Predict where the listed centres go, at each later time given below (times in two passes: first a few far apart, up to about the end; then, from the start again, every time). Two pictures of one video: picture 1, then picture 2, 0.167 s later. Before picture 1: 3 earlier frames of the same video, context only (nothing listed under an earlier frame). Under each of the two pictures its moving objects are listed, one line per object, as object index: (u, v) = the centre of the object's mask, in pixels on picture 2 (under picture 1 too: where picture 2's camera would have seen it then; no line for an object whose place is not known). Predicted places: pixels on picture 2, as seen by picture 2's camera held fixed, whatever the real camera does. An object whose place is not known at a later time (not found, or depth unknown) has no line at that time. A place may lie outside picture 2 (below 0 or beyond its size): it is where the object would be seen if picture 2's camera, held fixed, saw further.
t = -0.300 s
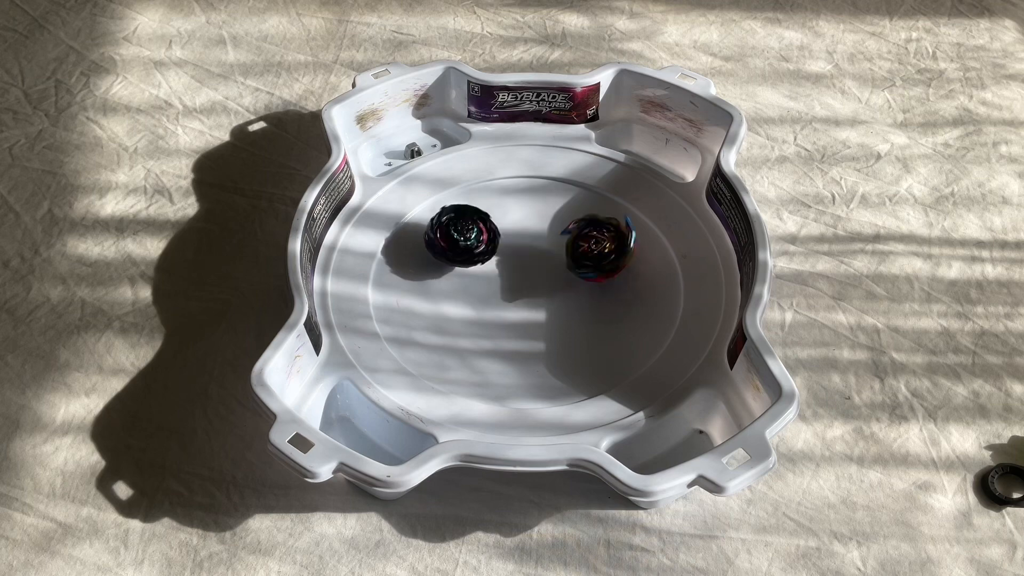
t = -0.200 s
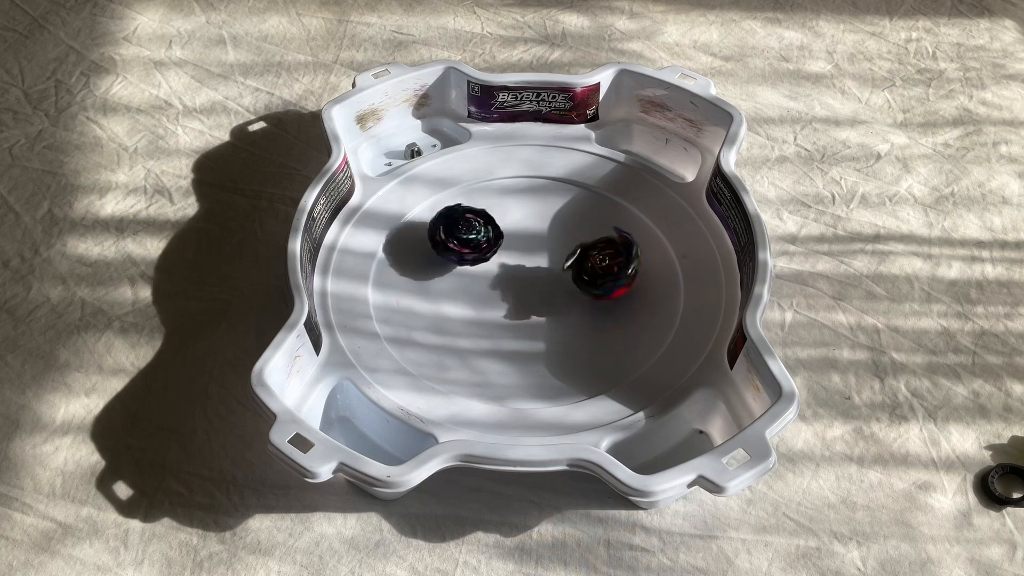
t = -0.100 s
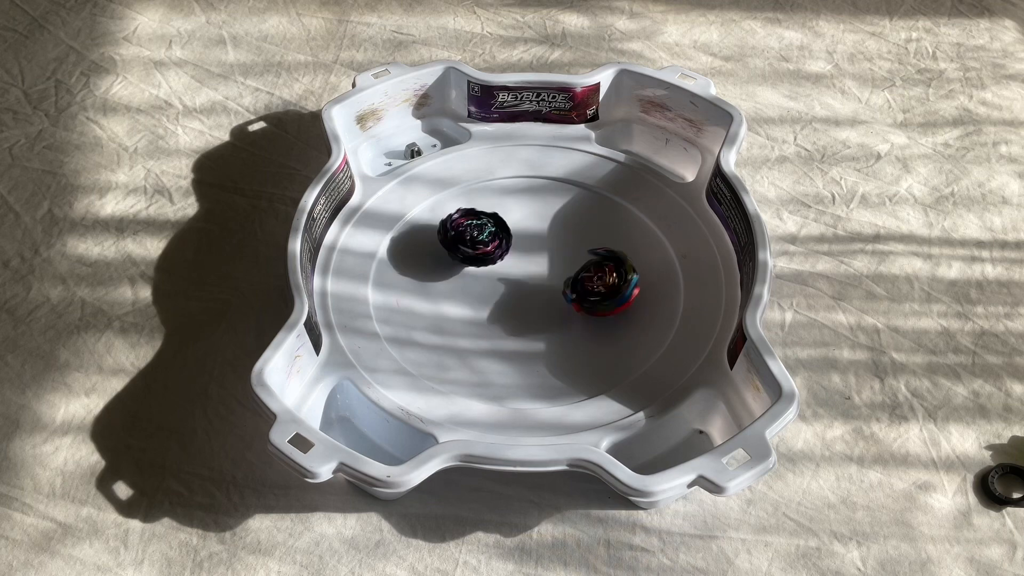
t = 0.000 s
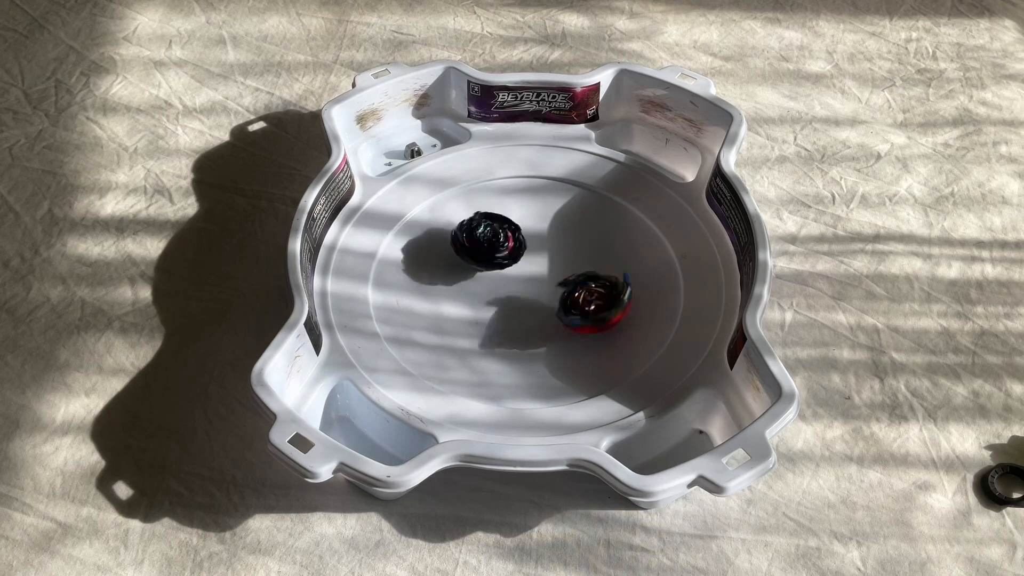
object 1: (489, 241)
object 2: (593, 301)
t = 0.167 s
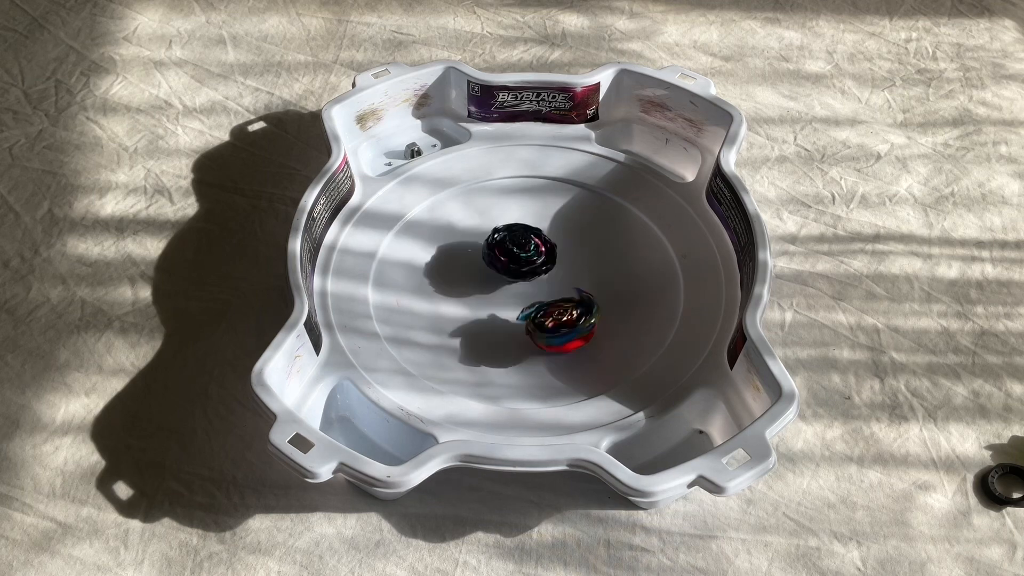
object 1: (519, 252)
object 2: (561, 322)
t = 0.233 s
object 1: (534, 259)
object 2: (545, 327)
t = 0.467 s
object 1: (567, 281)
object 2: (485, 318)
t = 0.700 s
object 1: (573, 292)
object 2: (449, 282)
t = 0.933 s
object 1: (552, 290)
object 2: (450, 239)
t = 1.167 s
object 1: (513, 274)
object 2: (484, 209)
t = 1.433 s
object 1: (473, 286)
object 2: (541, 189)
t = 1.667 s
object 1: (469, 285)
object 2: (579, 215)
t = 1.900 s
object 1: (491, 272)
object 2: (583, 262)
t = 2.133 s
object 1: (512, 244)
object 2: (551, 296)
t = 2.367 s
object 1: (528, 225)
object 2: (499, 306)
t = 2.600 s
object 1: (534, 225)
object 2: (460, 278)
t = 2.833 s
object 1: (536, 245)
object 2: (463, 240)
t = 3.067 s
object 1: (606, 318)
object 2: (486, 221)
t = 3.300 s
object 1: (558, 344)
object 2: (533, 233)
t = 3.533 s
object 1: (492, 288)
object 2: (558, 265)
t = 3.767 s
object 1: (477, 173)
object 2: (560, 298)
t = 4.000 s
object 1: (534, 176)
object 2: (519, 306)
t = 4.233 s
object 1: (561, 225)
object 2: (491, 281)
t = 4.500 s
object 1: (554, 324)
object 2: (488, 245)
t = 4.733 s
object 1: (493, 333)
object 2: (521, 239)
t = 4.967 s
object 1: (472, 276)
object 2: (546, 261)
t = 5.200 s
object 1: (470, 182)
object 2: (567, 292)
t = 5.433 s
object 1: (525, 182)
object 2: (537, 291)
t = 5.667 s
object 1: (592, 228)
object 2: (501, 281)
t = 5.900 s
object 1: (620, 274)
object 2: (503, 269)
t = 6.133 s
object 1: (562, 316)
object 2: (514, 264)
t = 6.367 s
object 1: (502, 328)
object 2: (520, 259)
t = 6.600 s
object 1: (462, 292)
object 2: (517, 247)
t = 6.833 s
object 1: (457, 257)
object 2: (533, 242)
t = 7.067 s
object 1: (478, 233)
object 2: (546, 250)
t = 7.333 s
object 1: (478, 218)
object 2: (548, 256)
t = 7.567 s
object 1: (477, 225)
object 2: (552, 264)
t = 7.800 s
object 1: (487, 247)
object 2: (547, 273)
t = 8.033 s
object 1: (483, 262)
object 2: (546, 302)
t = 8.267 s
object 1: (480, 265)
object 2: (550, 307)
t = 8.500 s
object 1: (494, 253)
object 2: (555, 285)
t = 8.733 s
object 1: (502, 244)
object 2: (562, 283)
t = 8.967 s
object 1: (515, 245)
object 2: (546, 291)
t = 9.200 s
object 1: (513, 248)
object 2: (551, 291)
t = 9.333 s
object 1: (492, 251)
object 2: (549, 290)
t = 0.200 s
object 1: (527, 256)
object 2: (554, 325)
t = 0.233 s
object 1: (534, 259)
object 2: (545, 327)
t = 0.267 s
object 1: (539, 262)
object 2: (537, 328)
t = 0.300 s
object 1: (548, 265)
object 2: (528, 328)
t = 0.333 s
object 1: (552, 269)
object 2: (520, 328)
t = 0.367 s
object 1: (556, 272)
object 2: (510, 327)
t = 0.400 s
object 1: (562, 275)
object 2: (502, 325)
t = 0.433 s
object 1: (564, 278)
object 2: (494, 322)
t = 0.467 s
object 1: (567, 281)
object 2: (485, 318)
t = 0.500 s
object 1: (570, 283)
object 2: (478, 315)
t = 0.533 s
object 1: (571, 286)
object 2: (472, 310)
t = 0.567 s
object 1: (573, 288)
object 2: (465, 305)
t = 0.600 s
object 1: (574, 289)
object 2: (460, 300)
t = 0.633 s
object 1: (574, 291)
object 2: (456, 294)
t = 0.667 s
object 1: (575, 292)
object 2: (452, 288)
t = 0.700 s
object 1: (573, 292)
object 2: (449, 282)
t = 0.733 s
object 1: (571, 293)
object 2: (446, 276)
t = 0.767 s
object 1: (570, 293)
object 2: (444, 270)
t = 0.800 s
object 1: (566, 292)
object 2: (444, 264)
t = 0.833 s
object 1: (564, 293)
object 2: (445, 257)
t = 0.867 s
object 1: (561, 292)
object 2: (445, 251)
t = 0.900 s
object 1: (556, 290)
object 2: (447, 245)
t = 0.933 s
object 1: (552, 290)
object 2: (450, 239)
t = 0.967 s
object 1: (548, 288)
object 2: (453, 234)
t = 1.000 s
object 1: (542, 286)
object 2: (457, 228)
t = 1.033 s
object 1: (538, 285)
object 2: (462, 223)
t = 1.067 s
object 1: (532, 283)
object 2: (466, 219)
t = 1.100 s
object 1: (525, 280)
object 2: (472, 215)
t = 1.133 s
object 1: (518, 277)
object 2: (478, 211)
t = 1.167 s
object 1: (513, 274)
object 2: (484, 209)
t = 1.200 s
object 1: (505, 270)
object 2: (492, 206)
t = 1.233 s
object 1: (500, 273)
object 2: (499, 200)
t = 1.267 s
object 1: (494, 279)
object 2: (507, 194)
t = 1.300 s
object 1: (486, 283)
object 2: (514, 191)
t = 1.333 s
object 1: (483, 285)
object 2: (521, 189)
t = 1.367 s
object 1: (479, 285)
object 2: (527, 189)
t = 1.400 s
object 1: (474, 285)
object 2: (534, 188)
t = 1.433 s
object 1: (473, 286)
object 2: (541, 189)
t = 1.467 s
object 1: (470, 287)
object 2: (548, 190)
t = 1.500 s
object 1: (467, 286)
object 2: (554, 192)
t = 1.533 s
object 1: (467, 287)
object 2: (560, 195)
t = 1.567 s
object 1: (466, 287)
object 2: (565, 199)
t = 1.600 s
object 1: (465, 286)
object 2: (571, 203)
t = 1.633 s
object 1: (467, 286)
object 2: (576, 208)
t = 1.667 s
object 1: (469, 285)
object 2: (579, 215)
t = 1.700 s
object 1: (470, 283)
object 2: (581, 221)
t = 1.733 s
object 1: (473, 283)
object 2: (584, 227)
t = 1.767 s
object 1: (477, 281)
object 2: (586, 234)
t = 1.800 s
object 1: (479, 279)
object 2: (586, 241)
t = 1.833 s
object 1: (483, 277)
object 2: (583, 248)
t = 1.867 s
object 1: (487, 275)
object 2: (585, 255)
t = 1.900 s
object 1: (491, 272)
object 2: (583, 262)
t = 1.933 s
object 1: (496, 269)
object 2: (577, 266)
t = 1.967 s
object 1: (502, 265)
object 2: (574, 273)
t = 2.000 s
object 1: (505, 260)
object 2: (574, 280)
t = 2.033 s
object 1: (505, 257)
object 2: (570, 285)
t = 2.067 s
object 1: (508, 253)
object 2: (564, 291)
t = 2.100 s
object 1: (511, 248)
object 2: (556, 292)
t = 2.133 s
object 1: (512, 244)
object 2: (551, 296)
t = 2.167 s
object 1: (514, 241)
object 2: (545, 302)
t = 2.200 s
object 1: (519, 238)
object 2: (538, 305)
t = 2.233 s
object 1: (520, 234)
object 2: (530, 306)
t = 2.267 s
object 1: (522, 231)
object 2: (522, 308)
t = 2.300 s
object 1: (523, 230)
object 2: (515, 307)
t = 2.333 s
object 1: (526, 227)
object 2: (506, 307)
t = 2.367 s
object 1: (528, 225)
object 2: (499, 306)
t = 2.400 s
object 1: (528, 224)
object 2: (492, 304)
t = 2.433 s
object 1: (530, 223)
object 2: (485, 301)
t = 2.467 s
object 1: (532, 222)
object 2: (478, 297)
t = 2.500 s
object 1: (532, 222)
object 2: (473, 293)
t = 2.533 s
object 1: (532, 222)
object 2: (469, 289)
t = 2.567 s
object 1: (533, 224)
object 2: (464, 284)
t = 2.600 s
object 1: (534, 225)
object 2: (460, 278)
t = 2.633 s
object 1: (534, 226)
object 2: (458, 273)
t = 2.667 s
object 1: (533, 229)
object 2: (457, 267)
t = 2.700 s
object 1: (534, 232)
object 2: (456, 262)
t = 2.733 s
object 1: (535, 235)
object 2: (456, 256)
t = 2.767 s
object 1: (535, 237)
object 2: (459, 250)
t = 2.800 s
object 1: (535, 241)
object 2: (460, 244)
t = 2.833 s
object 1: (536, 245)
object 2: (463, 240)
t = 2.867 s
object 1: (548, 250)
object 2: (462, 235)
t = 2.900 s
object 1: (565, 258)
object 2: (460, 231)
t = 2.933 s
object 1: (578, 268)
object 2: (462, 228)
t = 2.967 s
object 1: (590, 280)
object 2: (467, 225)
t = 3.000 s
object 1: (599, 294)
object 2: (473, 223)
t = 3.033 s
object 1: (605, 306)
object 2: (479, 222)
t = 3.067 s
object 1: (606, 318)
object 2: (486, 221)
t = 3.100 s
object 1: (603, 327)
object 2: (494, 221)
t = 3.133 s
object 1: (598, 334)
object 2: (500, 221)
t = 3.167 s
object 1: (590, 339)
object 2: (507, 223)
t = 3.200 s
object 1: (583, 342)
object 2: (515, 224)
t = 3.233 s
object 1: (575, 344)
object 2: (521, 226)
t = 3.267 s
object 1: (568, 344)
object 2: (527, 230)
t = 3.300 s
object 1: (558, 344)
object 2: (533, 233)
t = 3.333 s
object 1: (550, 342)
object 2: (538, 236)
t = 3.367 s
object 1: (539, 339)
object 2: (543, 241)
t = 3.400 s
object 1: (529, 333)
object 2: (548, 245)
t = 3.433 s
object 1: (518, 325)
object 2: (551, 250)
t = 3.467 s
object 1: (508, 315)
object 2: (554, 255)
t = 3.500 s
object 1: (499, 303)
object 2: (557, 260)
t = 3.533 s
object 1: (492, 288)
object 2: (558, 265)
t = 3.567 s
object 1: (485, 273)
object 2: (561, 271)
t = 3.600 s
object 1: (473, 256)
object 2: (567, 276)
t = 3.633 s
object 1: (465, 238)
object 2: (569, 281)
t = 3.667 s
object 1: (462, 220)
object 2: (568, 286)
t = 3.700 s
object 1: (466, 201)
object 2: (567, 290)
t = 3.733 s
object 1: (470, 186)
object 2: (563, 294)
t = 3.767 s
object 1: (477, 173)
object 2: (560, 298)
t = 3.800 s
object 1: (486, 167)
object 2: (556, 301)
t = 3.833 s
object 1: (498, 169)
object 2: (551, 304)
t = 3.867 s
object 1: (510, 171)
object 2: (545, 306)
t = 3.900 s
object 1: (519, 172)
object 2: (538, 307)
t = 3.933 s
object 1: (525, 174)
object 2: (532, 308)
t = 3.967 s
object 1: (530, 174)
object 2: (526, 307)
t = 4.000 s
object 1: (534, 176)
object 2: (519, 306)
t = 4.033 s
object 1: (537, 178)
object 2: (513, 305)
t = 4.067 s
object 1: (541, 181)
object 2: (508, 302)
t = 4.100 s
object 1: (545, 185)
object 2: (503, 298)
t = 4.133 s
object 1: (550, 192)
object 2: (499, 295)
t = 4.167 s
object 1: (554, 200)
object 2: (495, 290)
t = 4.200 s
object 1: (559, 211)
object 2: (492, 286)
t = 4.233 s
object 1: (561, 225)
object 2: (491, 281)
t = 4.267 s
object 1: (561, 238)
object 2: (490, 276)
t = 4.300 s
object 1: (559, 252)
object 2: (490, 272)
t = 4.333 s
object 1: (563, 266)
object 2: (486, 267)
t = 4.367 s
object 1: (569, 278)
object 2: (480, 261)
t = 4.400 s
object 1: (571, 292)
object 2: (479, 257)
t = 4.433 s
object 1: (568, 304)
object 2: (481, 252)
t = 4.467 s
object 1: (562, 315)
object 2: (485, 248)
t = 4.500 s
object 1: (554, 324)
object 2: (488, 245)
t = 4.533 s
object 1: (546, 330)
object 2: (493, 243)
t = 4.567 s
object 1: (536, 336)
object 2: (497, 240)
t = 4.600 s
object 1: (526, 338)
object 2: (501, 239)
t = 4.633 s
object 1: (517, 339)
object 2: (507, 238)
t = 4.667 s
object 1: (509, 338)
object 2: (512, 238)
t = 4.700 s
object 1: (501, 336)
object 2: (517, 239)
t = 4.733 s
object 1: (493, 333)
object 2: (521, 239)
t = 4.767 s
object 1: (487, 329)
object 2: (526, 242)
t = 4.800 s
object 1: (481, 323)
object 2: (531, 242)
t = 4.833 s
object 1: (476, 316)
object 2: (535, 246)
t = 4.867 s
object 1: (472, 307)
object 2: (539, 249)
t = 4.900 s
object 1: (470, 298)
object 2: (542, 253)
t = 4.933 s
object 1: (470, 287)
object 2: (545, 257)
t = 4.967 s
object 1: (472, 276)
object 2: (546, 261)
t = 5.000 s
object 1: (477, 265)
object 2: (548, 265)
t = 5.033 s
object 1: (476, 252)
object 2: (548, 269)
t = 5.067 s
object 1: (464, 235)
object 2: (562, 276)
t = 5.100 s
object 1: (459, 220)
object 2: (569, 281)
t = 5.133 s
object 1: (460, 205)
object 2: (571, 285)
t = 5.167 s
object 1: (465, 193)
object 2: (566, 284)
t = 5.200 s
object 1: (470, 182)
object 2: (567, 292)
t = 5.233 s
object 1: (475, 174)
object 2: (562, 289)
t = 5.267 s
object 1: (482, 168)
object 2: (559, 295)
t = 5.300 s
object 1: (492, 170)
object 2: (555, 295)
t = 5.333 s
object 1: (504, 172)
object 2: (550, 295)
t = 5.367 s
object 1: (512, 174)
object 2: (545, 295)
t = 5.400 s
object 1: (518, 178)
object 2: (541, 293)
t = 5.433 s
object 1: (525, 182)
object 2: (537, 291)
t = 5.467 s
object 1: (531, 188)
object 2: (533, 288)
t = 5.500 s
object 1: (539, 196)
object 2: (530, 285)
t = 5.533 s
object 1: (548, 206)
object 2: (527, 281)
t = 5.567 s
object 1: (554, 220)
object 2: (526, 277)
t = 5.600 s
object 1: (560, 227)
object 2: (521, 279)
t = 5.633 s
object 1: (578, 227)
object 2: (510, 279)
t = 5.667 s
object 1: (592, 228)
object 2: (501, 281)
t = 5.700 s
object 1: (604, 233)
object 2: (493, 280)
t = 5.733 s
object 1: (610, 238)
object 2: (490, 279)
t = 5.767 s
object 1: (619, 245)
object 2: (489, 276)
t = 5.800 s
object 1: (623, 253)
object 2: (491, 273)
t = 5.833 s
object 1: (623, 260)
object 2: (495, 271)
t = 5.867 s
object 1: (622, 267)
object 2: (500, 270)
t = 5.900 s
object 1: (620, 274)
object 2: (503, 269)
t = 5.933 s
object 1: (614, 282)
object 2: (506, 269)
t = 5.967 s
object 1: (604, 288)
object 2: (508, 269)
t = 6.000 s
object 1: (595, 295)
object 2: (510, 270)
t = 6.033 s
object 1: (582, 300)
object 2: (513, 270)
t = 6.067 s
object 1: (577, 305)
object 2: (512, 268)
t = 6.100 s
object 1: (570, 310)
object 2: (513, 265)
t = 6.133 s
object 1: (562, 316)
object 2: (514, 264)
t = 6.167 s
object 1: (553, 320)
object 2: (516, 264)
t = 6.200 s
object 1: (545, 322)
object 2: (519, 266)
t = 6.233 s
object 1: (536, 328)
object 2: (521, 266)
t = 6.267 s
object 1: (528, 329)
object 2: (522, 265)
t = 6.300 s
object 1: (518, 331)
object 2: (521, 263)
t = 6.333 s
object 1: (509, 329)
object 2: (521, 261)
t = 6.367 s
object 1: (502, 328)
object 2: (520, 259)
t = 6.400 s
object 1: (494, 325)
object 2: (520, 257)
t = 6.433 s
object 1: (488, 320)
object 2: (518, 254)
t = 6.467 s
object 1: (483, 315)
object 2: (516, 253)
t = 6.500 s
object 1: (476, 308)
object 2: (515, 251)
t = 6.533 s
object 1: (474, 300)
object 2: (514, 249)
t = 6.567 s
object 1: (468, 299)
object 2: (515, 248)
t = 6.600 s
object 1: (462, 292)
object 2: (517, 247)
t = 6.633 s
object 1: (457, 288)
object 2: (518, 246)
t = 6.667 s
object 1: (453, 283)
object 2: (519, 245)
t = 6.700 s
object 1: (452, 278)
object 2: (521, 244)
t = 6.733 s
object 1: (451, 273)
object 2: (526, 243)
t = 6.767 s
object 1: (451, 268)
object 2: (528, 242)
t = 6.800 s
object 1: (455, 262)
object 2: (531, 242)
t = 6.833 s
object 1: (457, 257)
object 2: (533, 242)
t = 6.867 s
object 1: (461, 252)
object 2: (538, 243)
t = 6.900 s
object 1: (459, 249)
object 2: (545, 243)
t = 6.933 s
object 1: (464, 244)
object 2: (548, 246)
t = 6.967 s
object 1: (464, 240)
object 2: (549, 247)
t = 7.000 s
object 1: (467, 236)
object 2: (547, 249)
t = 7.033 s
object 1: (474, 235)
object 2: (546, 250)
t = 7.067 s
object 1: (478, 233)
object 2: (546, 250)
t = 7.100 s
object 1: (479, 232)
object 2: (546, 250)
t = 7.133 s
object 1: (479, 229)
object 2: (547, 251)
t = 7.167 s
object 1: (478, 224)
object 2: (549, 254)
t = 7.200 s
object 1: (476, 222)
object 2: (549, 255)
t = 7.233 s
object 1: (480, 220)
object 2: (546, 252)
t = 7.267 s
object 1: (479, 218)
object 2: (545, 252)
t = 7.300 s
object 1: (478, 216)
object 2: (546, 256)
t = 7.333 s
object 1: (478, 218)
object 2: (548, 256)
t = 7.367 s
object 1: (480, 219)
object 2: (548, 256)
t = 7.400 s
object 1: (485, 220)
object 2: (548, 255)
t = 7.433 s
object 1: (487, 221)
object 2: (547, 255)
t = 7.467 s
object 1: (487, 222)
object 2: (548, 256)
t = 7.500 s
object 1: (481, 222)
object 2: (550, 261)
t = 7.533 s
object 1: (477, 224)
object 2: (552, 263)
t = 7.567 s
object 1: (477, 225)
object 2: (552, 264)
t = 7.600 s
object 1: (474, 224)
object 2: (553, 264)
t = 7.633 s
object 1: (471, 226)
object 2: (552, 268)
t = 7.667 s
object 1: (473, 229)
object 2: (550, 269)
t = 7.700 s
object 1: (477, 233)
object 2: (550, 269)
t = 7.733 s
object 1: (478, 236)
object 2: (548, 270)
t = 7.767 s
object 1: (480, 242)
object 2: (546, 271)
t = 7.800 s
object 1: (487, 247)
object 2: (547, 273)
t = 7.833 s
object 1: (488, 251)
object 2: (542, 275)
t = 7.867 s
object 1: (485, 254)
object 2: (547, 277)
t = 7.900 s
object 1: (479, 253)
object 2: (547, 283)
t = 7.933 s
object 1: (477, 255)
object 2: (547, 288)
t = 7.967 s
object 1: (477, 257)
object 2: (546, 293)
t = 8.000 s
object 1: (480, 261)
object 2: (545, 298)
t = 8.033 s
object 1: (483, 262)
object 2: (546, 302)
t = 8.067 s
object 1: (482, 263)
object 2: (547, 305)
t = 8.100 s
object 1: (484, 265)
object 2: (548, 306)
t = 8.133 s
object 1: (486, 266)
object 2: (550, 307)
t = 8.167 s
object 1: (485, 267)
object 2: (551, 307)
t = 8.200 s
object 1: (486, 267)
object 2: (551, 307)
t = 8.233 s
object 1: (483, 266)
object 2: (550, 307)
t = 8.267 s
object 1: (480, 265)
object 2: (550, 307)
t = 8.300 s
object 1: (481, 263)
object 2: (548, 305)
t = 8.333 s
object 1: (482, 259)
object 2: (546, 303)
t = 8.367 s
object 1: (481, 256)
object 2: (544, 299)
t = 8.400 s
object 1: (484, 254)
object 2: (545, 295)
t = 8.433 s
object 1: (485, 253)
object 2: (546, 291)
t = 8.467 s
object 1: (488, 252)
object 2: (550, 288)
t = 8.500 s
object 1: (494, 253)
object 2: (555, 285)
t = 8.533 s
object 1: (499, 251)
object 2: (558, 284)
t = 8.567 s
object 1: (498, 248)
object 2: (561, 283)
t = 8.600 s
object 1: (498, 247)
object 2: (563, 282)
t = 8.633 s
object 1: (503, 246)
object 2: (566, 282)
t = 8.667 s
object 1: (503, 244)
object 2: (566, 282)
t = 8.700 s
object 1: (502, 244)
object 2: (565, 282)
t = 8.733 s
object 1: (502, 244)
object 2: (562, 283)
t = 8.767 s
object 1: (504, 243)
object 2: (560, 283)
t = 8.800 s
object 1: (506, 242)
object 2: (556, 284)
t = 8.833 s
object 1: (509, 242)
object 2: (554, 286)
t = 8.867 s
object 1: (510, 242)
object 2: (552, 287)
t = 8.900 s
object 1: (511, 243)
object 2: (550, 288)
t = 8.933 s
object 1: (513, 244)
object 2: (547, 289)
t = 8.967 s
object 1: (515, 245)
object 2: (546, 291)
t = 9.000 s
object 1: (515, 245)
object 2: (545, 292)
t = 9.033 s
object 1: (515, 246)
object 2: (545, 292)
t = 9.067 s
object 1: (514, 246)
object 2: (544, 293)
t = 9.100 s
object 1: (515, 247)
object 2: (545, 293)
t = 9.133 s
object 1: (515, 249)
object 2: (547, 293)
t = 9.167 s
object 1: (515, 249)
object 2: (549, 291)
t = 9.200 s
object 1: (513, 248)
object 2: (551, 291)
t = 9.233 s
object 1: (509, 248)
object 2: (551, 290)
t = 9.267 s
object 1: (504, 247)
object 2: (550, 289)
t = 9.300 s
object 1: (498, 249)
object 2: (550, 289)
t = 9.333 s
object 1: (492, 251)
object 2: (549, 290)
